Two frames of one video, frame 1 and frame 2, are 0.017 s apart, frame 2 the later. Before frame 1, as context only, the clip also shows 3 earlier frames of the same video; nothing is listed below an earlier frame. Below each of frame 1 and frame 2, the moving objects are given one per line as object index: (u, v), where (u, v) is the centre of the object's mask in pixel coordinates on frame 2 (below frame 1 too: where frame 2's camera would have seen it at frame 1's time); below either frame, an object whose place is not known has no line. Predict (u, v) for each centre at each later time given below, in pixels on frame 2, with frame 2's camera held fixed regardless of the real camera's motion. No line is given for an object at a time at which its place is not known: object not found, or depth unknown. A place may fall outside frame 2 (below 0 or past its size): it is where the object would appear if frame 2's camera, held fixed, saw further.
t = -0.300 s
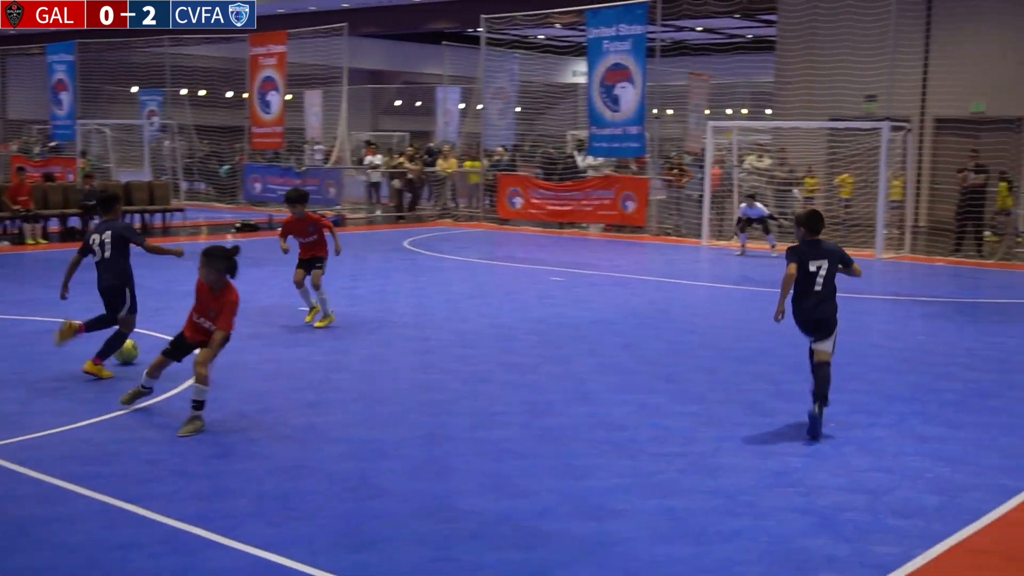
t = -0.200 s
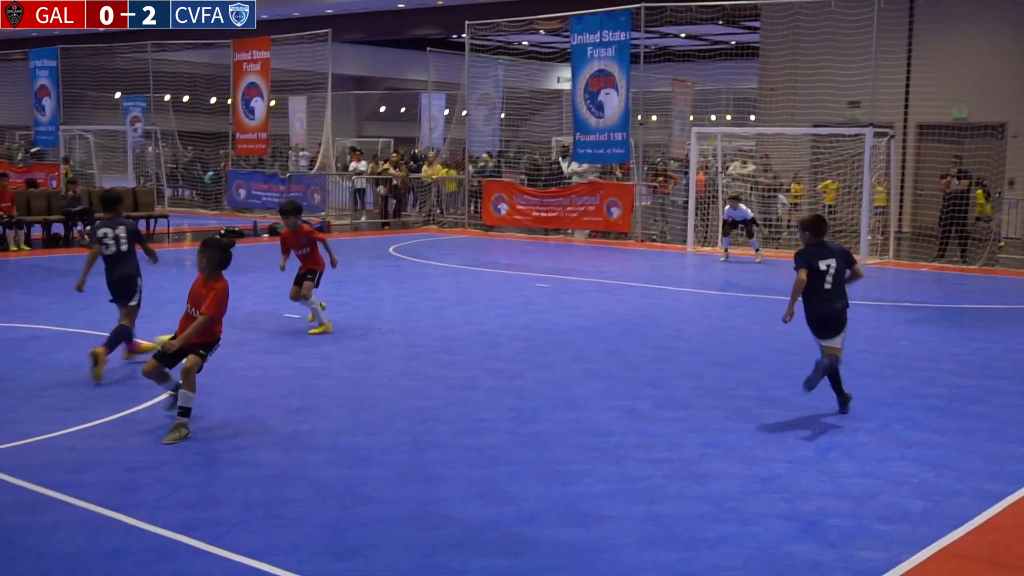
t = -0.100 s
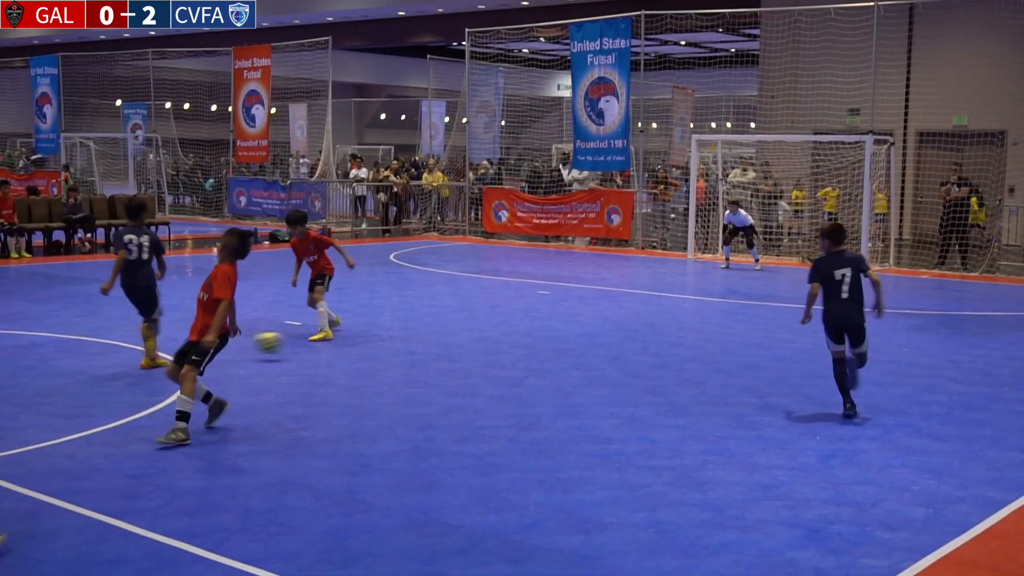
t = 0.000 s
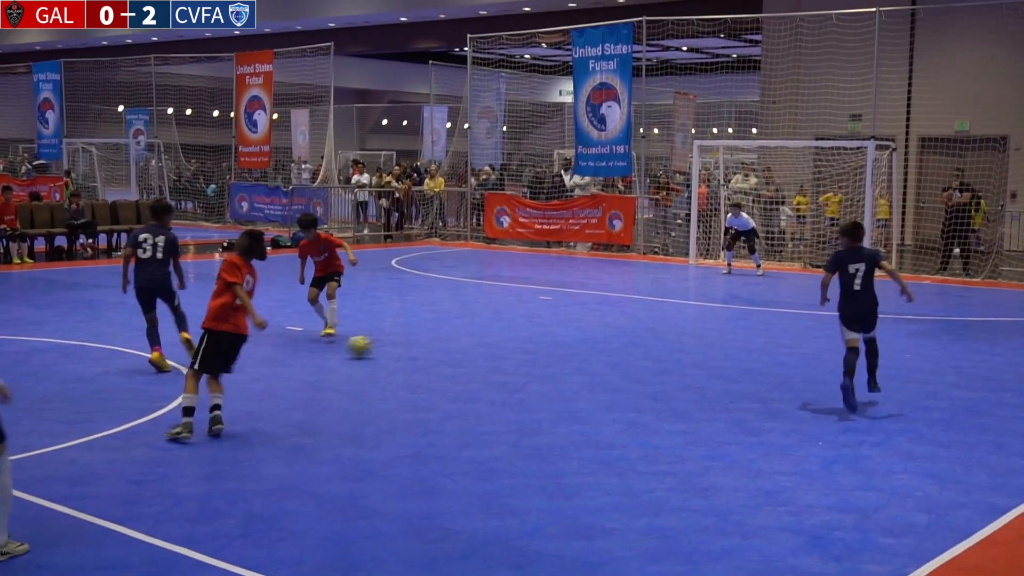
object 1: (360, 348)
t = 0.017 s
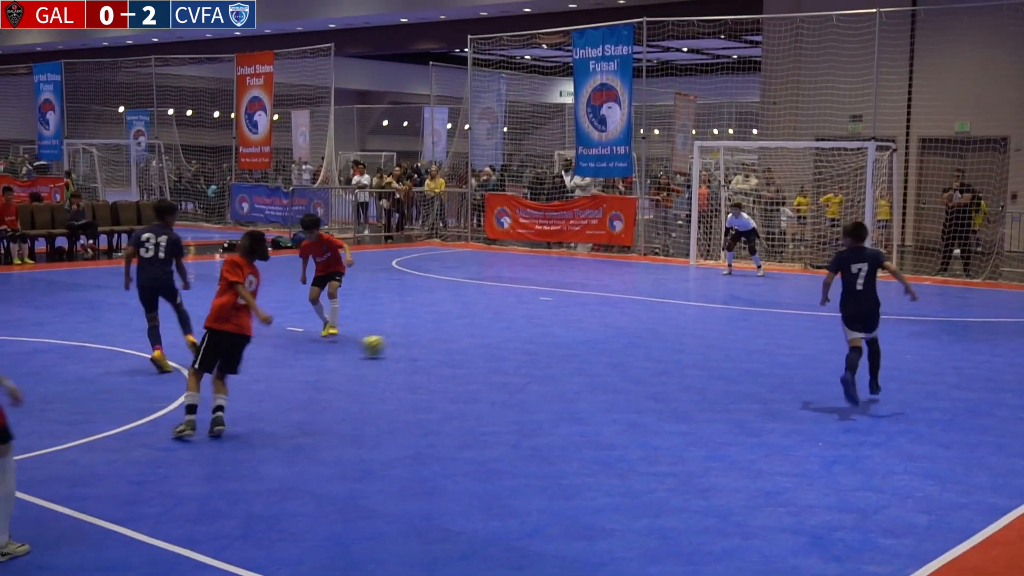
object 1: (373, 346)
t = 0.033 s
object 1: (386, 344)
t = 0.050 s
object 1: (398, 342)
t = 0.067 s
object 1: (411, 342)
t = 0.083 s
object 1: (423, 341)
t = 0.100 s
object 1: (434, 341)
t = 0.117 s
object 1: (446, 340)
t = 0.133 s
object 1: (457, 341)
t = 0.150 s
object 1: (468, 340)
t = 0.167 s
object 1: (478, 339)
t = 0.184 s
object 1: (487, 338)
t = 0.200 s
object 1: (497, 337)
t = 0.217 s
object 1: (506, 336)
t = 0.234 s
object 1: (515, 335)
